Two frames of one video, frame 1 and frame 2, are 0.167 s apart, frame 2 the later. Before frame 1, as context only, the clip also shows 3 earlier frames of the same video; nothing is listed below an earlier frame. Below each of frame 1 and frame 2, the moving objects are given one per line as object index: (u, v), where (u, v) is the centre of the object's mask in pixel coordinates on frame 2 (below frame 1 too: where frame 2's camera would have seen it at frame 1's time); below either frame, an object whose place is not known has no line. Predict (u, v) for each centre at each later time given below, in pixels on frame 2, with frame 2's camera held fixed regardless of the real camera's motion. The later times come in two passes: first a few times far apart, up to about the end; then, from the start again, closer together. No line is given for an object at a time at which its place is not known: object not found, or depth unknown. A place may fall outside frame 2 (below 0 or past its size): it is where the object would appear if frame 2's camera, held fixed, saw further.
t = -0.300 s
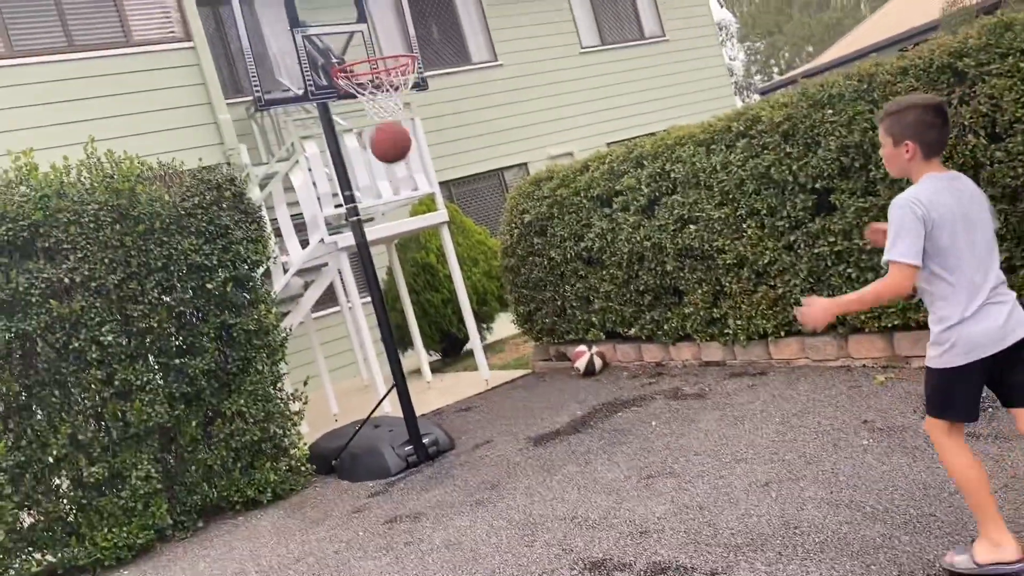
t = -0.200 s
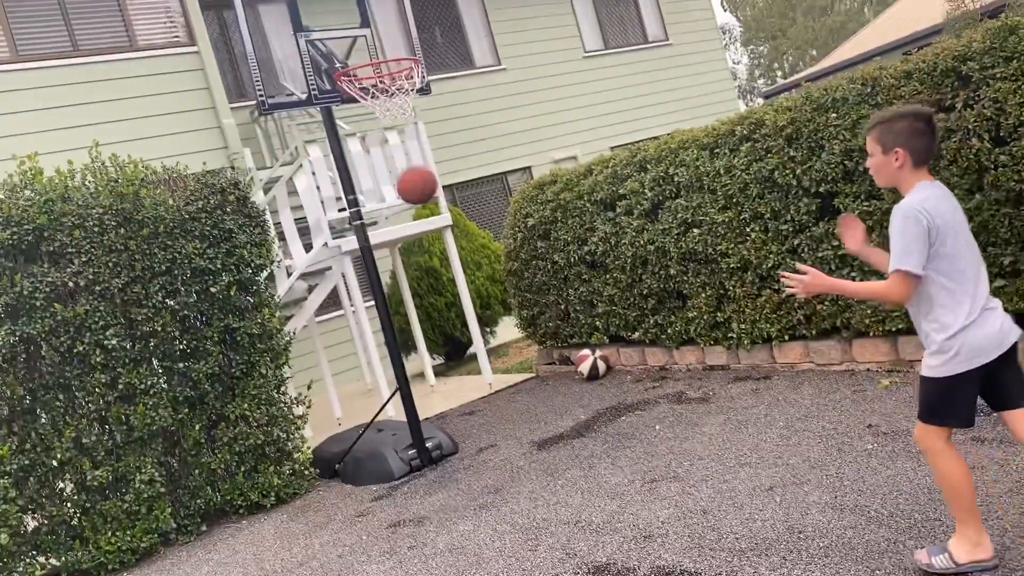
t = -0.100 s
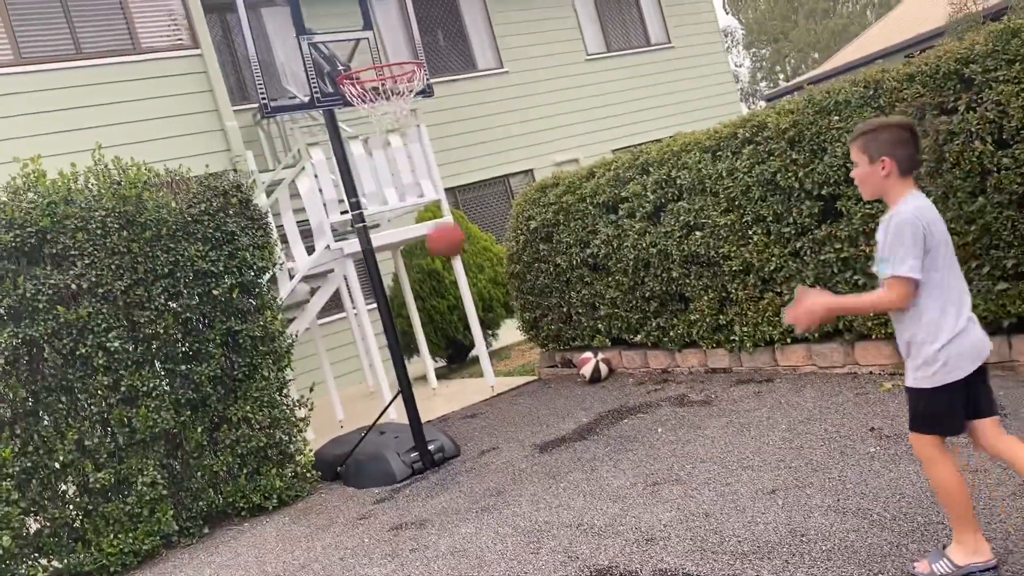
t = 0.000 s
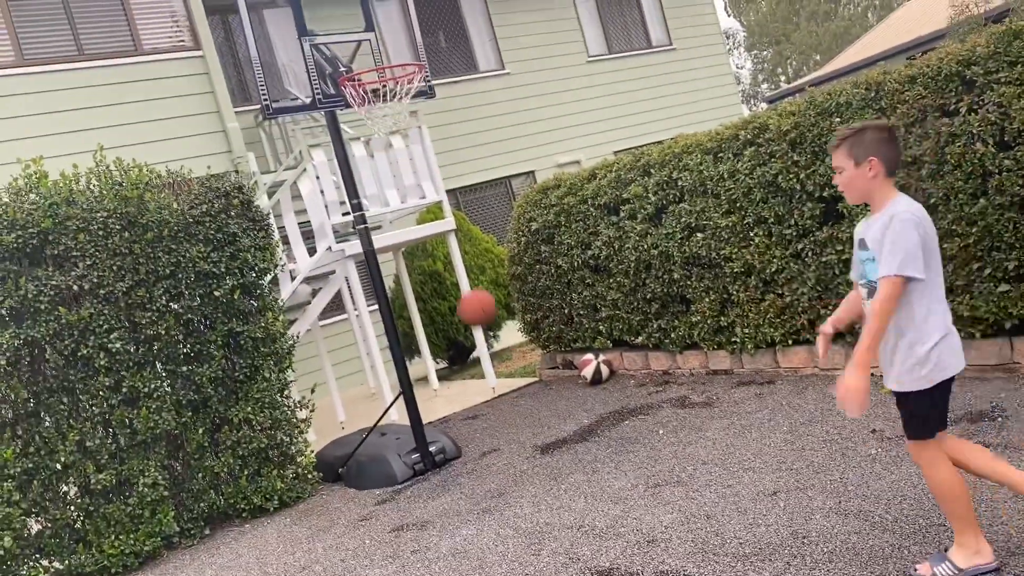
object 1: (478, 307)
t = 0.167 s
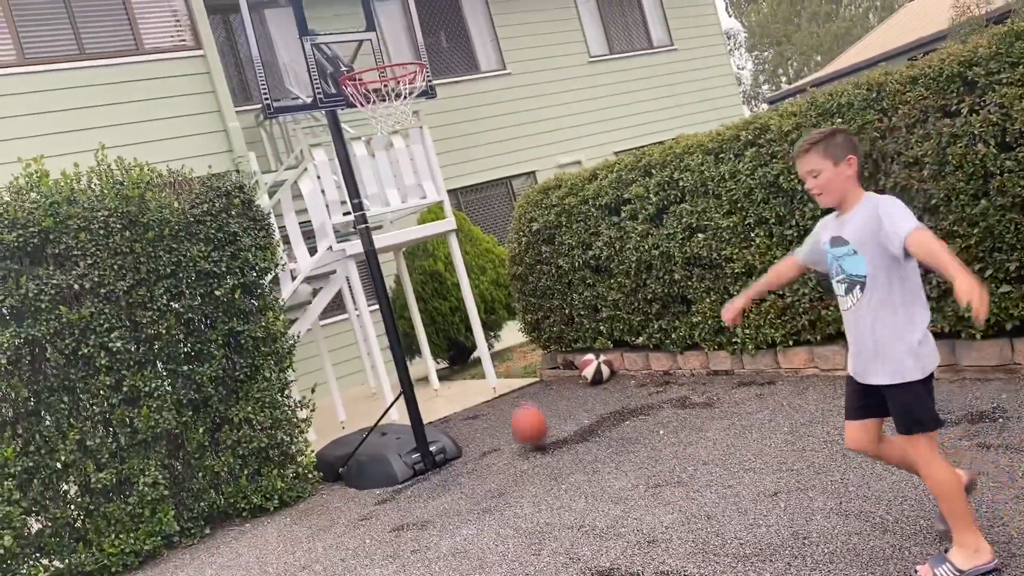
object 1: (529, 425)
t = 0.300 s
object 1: (518, 326)
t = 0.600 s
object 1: (519, 206)
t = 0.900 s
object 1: (558, 220)
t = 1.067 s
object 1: (595, 283)
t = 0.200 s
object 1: (526, 399)
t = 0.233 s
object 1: (523, 372)
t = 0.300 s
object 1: (518, 326)
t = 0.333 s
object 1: (515, 306)
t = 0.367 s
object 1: (514, 288)
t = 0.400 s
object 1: (514, 271)
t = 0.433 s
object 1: (513, 256)
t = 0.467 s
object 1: (514, 242)
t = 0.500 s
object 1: (515, 231)
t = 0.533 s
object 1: (516, 220)
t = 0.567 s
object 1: (517, 212)
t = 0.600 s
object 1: (519, 206)
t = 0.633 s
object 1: (522, 201)
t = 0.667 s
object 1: (524, 197)
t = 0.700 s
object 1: (528, 196)
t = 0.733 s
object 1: (530, 196)
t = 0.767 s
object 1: (537, 198)
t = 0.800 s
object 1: (540, 200)
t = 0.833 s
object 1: (546, 205)
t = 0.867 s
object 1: (552, 211)
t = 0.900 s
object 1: (558, 220)
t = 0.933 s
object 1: (565, 229)
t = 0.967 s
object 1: (571, 240)
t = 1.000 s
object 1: (580, 252)
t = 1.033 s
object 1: (587, 267)
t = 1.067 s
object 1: (595, 283)
